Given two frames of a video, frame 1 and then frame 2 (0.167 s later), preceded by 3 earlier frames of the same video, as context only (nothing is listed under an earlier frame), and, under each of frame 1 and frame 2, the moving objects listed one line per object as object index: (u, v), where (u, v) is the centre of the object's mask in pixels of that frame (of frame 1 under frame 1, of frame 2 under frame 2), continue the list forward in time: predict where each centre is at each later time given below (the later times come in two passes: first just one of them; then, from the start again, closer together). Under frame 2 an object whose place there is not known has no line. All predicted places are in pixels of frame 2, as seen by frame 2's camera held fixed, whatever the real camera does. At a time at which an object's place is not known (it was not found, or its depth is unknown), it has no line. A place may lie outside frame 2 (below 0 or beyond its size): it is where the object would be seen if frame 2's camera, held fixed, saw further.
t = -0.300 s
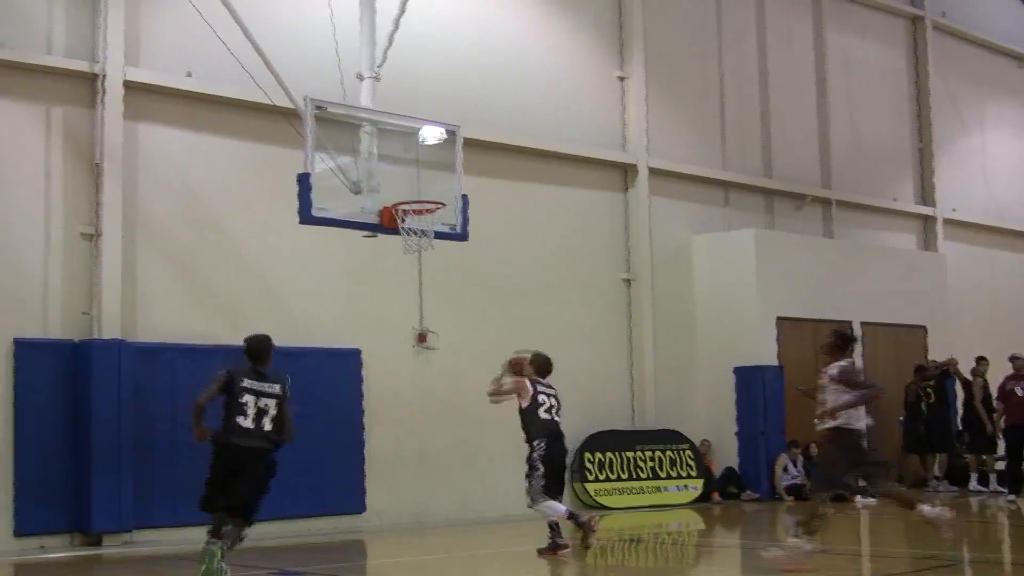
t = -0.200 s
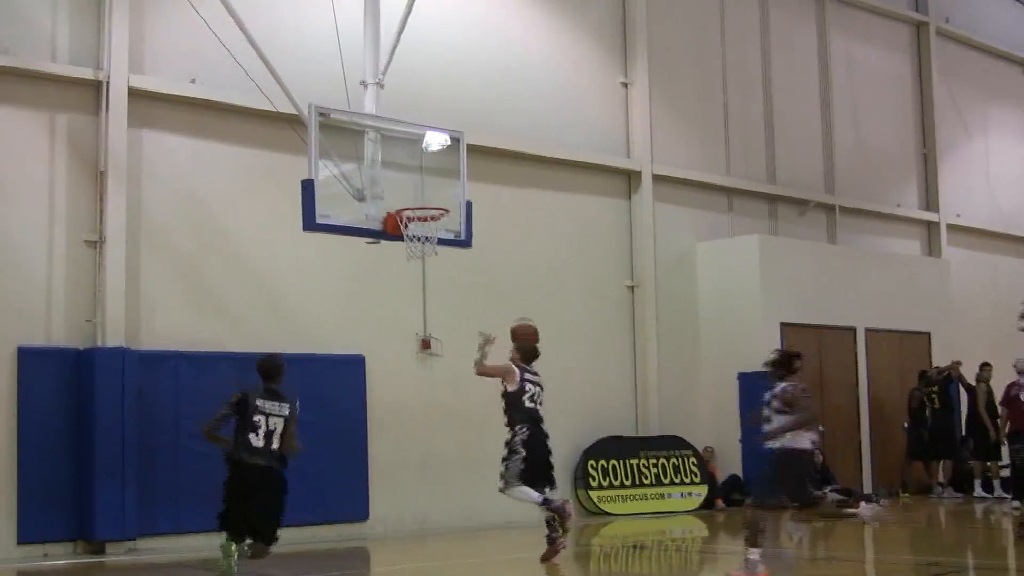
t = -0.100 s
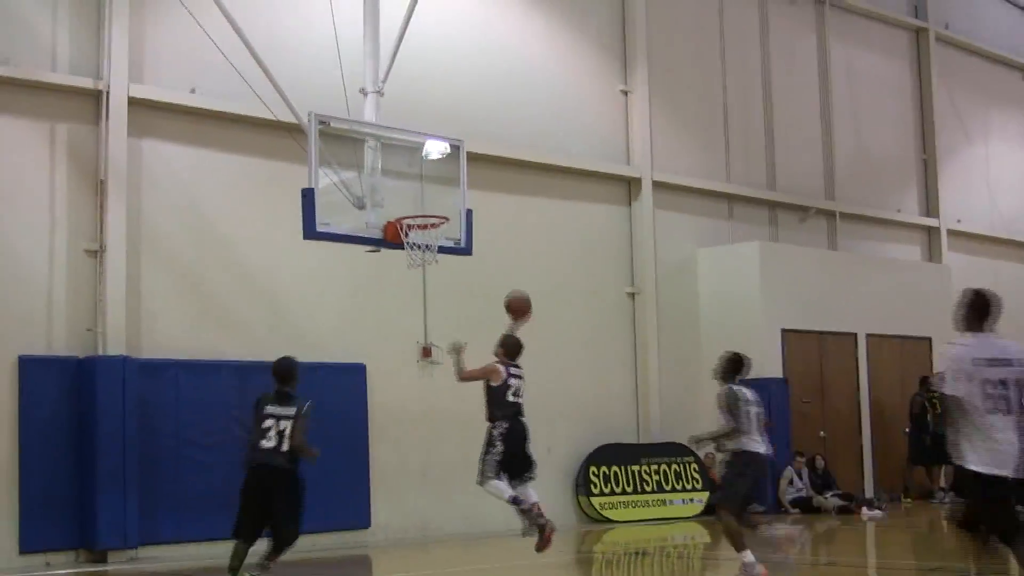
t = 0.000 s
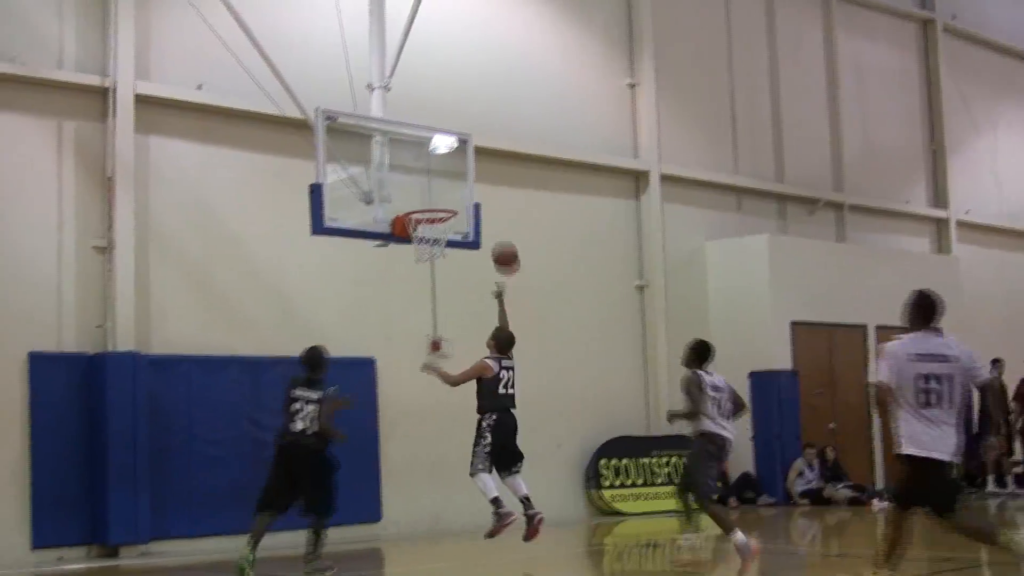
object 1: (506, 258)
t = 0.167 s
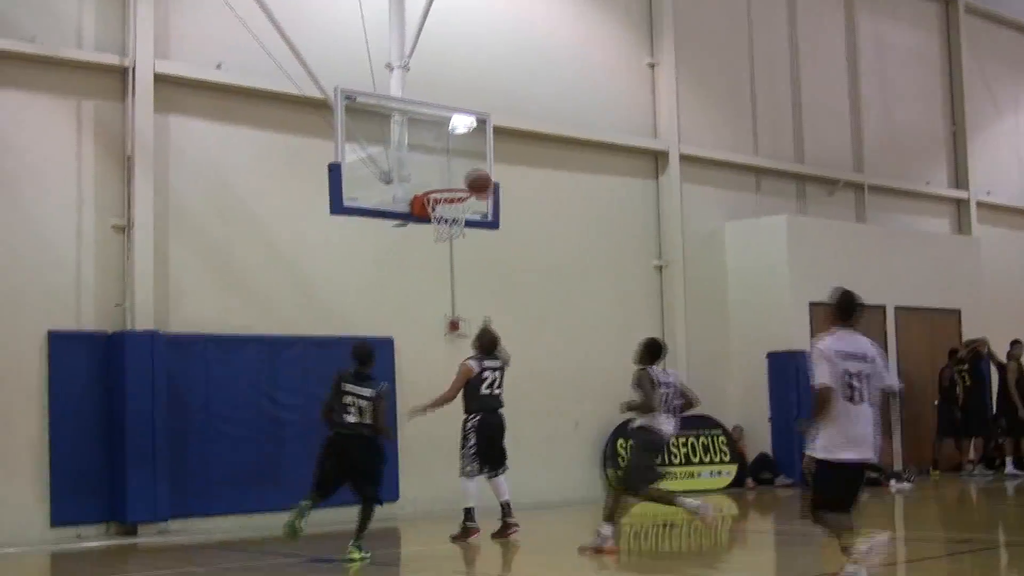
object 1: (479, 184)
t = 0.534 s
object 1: (458, 179)
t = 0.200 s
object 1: (470, 177)
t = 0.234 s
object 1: (462, 172)
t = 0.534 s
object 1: (458, 179)
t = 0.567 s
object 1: (458, 184)
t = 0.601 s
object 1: (454, 184)
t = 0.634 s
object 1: (450, 187)
